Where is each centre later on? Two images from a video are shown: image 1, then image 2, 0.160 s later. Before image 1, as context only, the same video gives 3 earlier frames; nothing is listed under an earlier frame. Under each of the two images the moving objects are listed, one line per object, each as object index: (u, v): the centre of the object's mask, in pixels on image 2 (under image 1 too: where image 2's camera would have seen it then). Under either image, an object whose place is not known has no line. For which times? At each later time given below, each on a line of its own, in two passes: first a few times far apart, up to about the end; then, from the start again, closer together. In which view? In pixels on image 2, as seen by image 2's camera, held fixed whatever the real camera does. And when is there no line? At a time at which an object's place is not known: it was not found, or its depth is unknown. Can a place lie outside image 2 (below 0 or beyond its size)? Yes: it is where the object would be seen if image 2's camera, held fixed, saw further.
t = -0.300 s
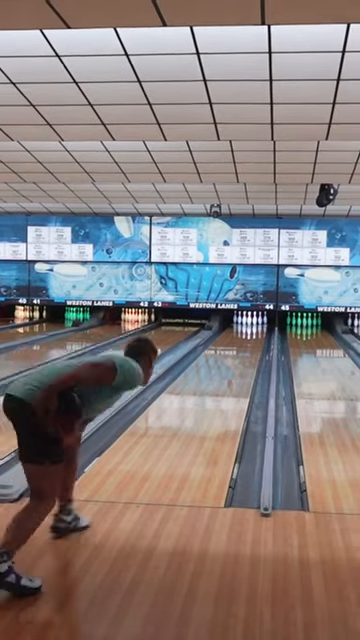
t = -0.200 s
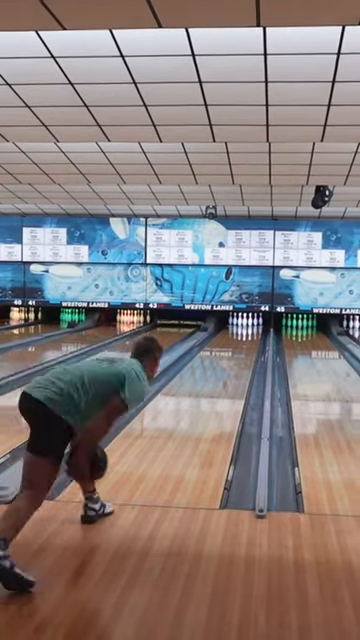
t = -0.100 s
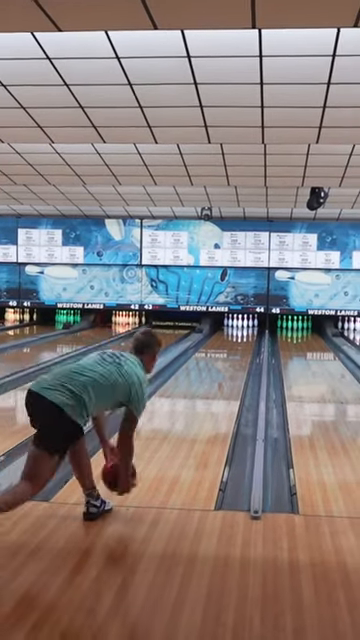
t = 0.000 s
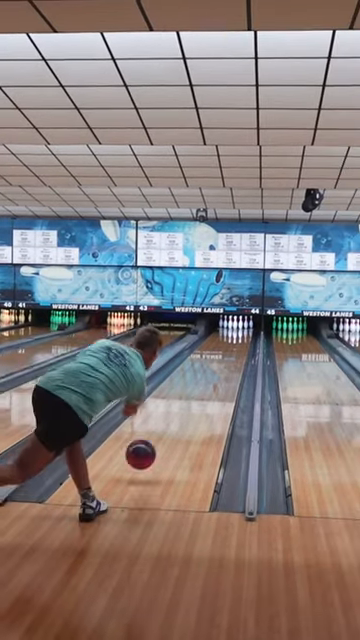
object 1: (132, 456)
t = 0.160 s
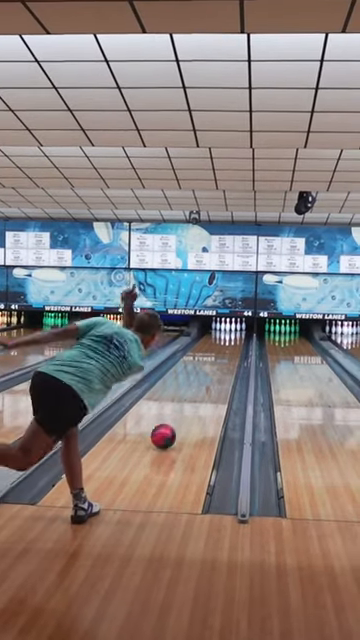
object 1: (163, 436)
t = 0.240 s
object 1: (174, 424)
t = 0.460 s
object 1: (197, 398)
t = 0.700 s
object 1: (212, 379)
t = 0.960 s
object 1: (222, 365)
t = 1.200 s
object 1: (229, 355)
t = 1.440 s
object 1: (232, 347)
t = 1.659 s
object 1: (234, 342)
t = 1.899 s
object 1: (234, 336)
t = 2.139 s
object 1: (232, 333)
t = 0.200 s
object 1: (169, 430)
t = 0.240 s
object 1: (174, 424)
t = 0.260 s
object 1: (177, 421)
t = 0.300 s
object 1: (182, 416)
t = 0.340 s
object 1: (186, 411)
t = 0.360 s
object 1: (188, 409)
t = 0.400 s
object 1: (192, 404)
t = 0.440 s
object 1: (195, 400)
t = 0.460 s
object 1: (197, 398)
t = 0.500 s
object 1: (200, 395)
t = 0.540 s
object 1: (203, 391)
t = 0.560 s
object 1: (204, 390)
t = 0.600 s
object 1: (206, 387)
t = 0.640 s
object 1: (209, 384)
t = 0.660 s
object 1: (210, 382)
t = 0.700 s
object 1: (212, 379)
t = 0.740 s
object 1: (214, 377)
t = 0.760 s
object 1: (215, 376)
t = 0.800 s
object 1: (217, 374)
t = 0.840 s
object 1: (218, 371)
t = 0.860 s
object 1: (219, 370)
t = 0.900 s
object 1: (220, 368)
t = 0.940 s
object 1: (222, 366)
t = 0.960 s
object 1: (222, 365)
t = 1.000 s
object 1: (224, 363)
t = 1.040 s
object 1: (225, 362)
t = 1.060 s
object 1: (225, 361)
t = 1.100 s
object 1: (227, 359)
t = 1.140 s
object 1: (227, 357)
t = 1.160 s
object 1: (228, 356)
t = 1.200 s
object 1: (229, 355)
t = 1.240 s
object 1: (229, 353)
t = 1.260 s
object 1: (229, 353)
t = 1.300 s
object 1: (230, 352)
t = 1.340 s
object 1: (231, 351)
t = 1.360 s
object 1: (231, 350)
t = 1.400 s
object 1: (232, 348)
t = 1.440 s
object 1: (232, 347)
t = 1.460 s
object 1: (233, 347)
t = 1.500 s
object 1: (233, 346)
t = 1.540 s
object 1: (233, 344)
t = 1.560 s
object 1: (233, 344)
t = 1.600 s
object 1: (233, 343)
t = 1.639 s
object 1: (234, 342)
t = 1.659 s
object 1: (234, 342)
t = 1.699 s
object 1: (234, 341)
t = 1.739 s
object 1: (234, 340)
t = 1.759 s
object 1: (234, 340)
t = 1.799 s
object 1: (234, 339)
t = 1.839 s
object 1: (234, 338)
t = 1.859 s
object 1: (234, 338)
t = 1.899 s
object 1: (234, 336)
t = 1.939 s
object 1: (234, 336)
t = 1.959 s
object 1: (234, 336)
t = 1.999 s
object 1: (234, 336)
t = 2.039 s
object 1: (233, 334)
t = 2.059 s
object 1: (233, 334)
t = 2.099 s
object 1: (233, 333)
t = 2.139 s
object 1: (232, 333)
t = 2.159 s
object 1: (232, 333)
